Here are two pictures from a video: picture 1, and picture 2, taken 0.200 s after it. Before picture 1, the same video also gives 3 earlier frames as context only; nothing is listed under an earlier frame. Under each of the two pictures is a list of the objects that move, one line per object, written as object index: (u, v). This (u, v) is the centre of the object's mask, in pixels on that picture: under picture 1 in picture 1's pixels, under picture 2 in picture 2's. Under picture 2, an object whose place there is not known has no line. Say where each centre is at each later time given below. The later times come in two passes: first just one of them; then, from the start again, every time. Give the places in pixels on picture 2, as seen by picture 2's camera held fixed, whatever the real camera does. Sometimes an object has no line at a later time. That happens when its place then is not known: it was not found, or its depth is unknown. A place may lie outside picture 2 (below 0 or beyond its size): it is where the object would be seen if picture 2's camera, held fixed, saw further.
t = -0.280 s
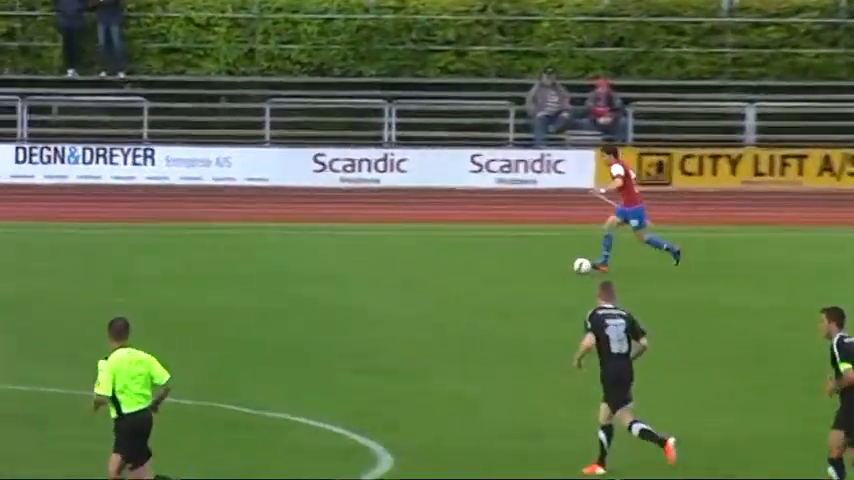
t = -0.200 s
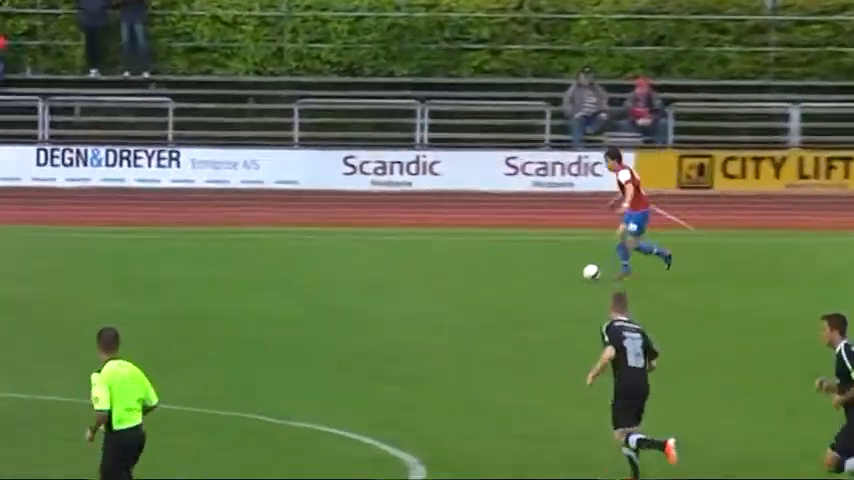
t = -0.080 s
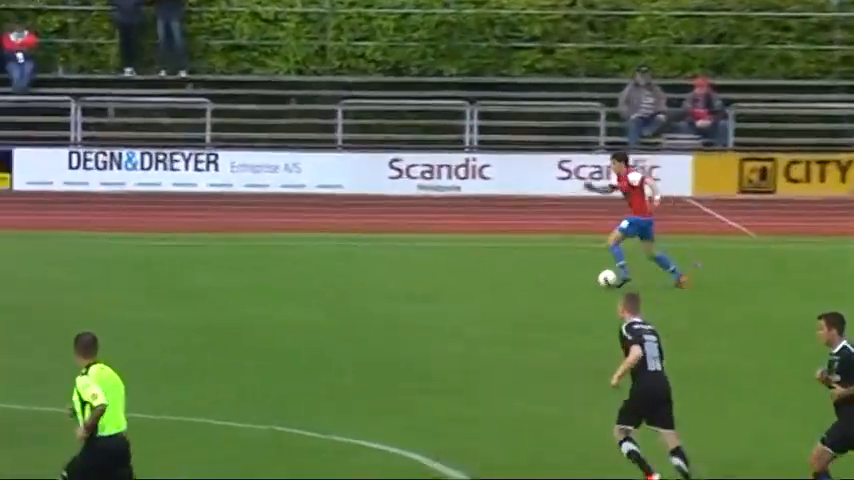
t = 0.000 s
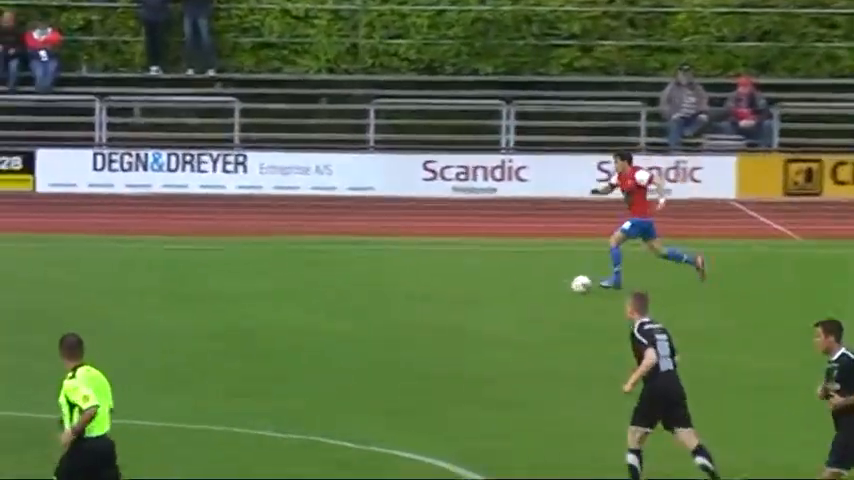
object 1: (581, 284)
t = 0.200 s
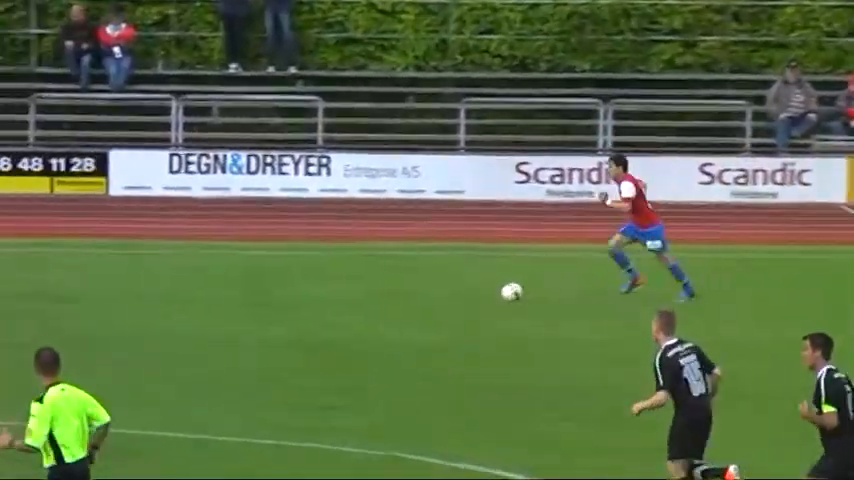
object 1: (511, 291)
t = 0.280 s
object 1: (447, 290)
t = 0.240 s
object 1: (479, 291)
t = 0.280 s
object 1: (447, 290)
